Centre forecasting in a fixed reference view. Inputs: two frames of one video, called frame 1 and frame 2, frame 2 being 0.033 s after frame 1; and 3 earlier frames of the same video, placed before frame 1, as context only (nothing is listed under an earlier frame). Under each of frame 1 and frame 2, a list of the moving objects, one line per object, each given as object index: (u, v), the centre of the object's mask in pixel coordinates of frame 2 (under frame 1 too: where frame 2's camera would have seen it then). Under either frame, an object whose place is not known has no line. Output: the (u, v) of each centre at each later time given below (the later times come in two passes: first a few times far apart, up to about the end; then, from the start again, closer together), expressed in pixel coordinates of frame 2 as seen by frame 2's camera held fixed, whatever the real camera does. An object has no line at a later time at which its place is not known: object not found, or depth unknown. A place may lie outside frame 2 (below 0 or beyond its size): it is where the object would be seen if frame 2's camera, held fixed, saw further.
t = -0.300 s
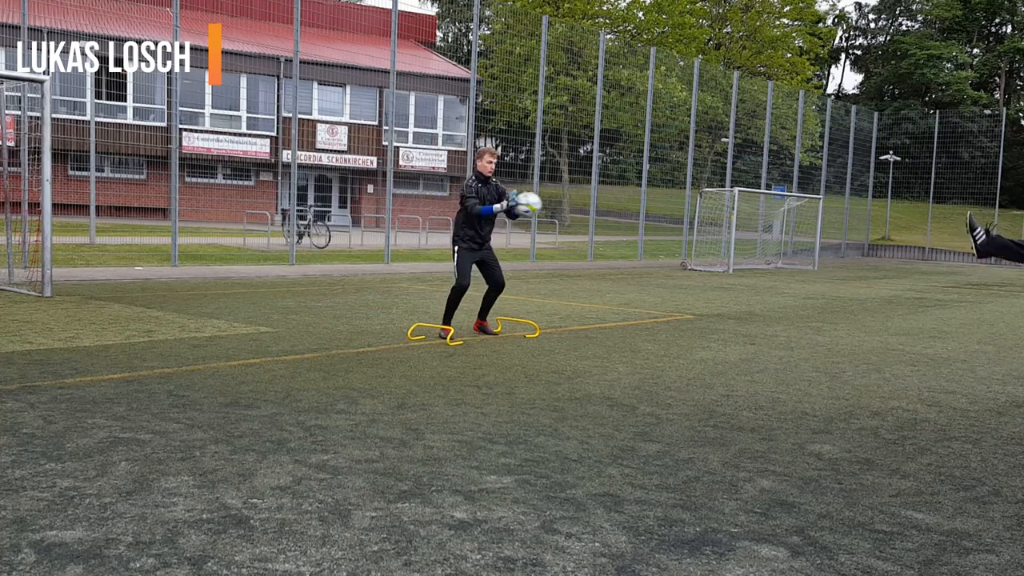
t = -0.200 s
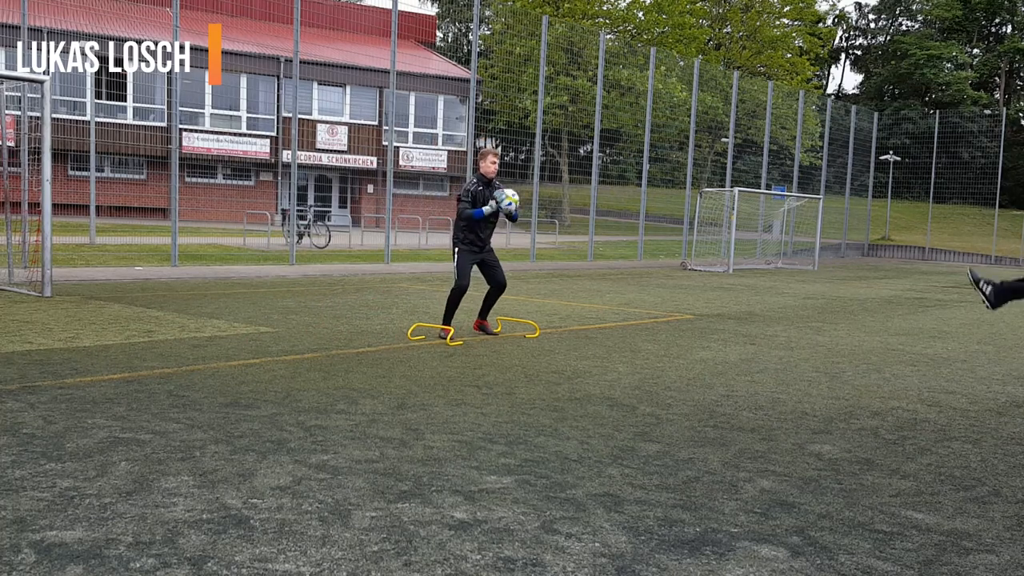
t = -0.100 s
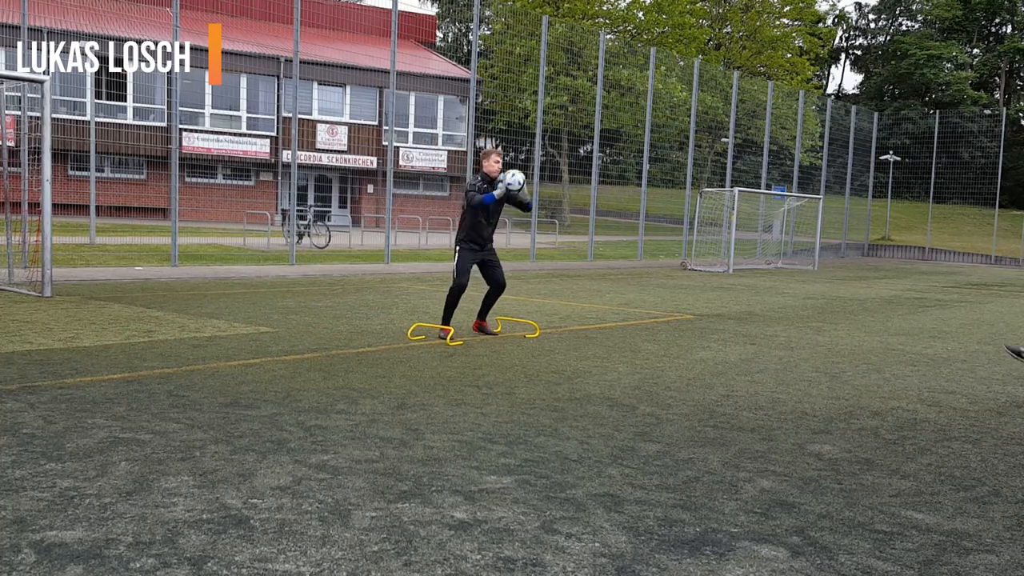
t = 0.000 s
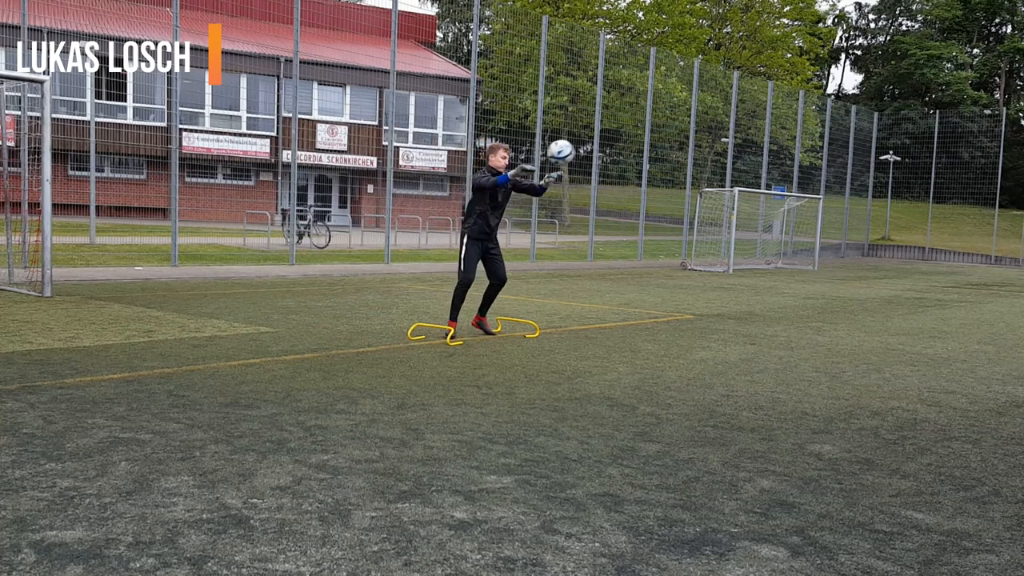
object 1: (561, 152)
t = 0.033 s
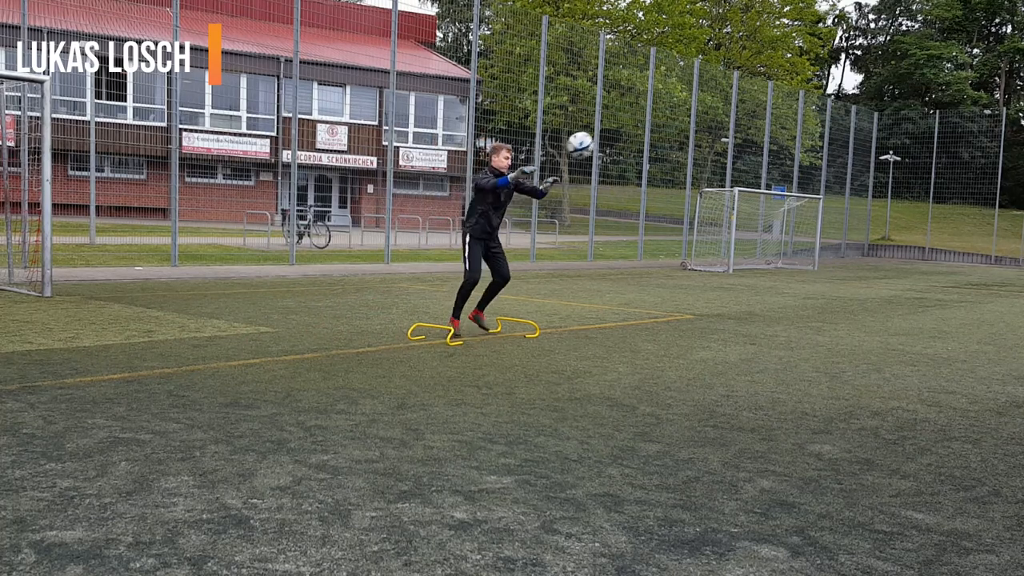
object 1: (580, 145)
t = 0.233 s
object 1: (715, 124)
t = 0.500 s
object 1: (940, 187)
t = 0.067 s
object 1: (601, 139)
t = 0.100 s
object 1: (622, 132)
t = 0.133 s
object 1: (645, 128)
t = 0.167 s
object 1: (667, 125)
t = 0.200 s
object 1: (691, 124)
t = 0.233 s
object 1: (715, 124)
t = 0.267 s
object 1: (740, 125)
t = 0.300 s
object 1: (767, 128)
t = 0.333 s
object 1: (794, 133)
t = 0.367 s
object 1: (821, 138)
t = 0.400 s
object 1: (850, 147)
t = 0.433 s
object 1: (879, 158)
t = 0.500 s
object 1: (940, 187)
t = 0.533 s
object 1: (972, 203)
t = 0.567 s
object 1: (1005, 224)
